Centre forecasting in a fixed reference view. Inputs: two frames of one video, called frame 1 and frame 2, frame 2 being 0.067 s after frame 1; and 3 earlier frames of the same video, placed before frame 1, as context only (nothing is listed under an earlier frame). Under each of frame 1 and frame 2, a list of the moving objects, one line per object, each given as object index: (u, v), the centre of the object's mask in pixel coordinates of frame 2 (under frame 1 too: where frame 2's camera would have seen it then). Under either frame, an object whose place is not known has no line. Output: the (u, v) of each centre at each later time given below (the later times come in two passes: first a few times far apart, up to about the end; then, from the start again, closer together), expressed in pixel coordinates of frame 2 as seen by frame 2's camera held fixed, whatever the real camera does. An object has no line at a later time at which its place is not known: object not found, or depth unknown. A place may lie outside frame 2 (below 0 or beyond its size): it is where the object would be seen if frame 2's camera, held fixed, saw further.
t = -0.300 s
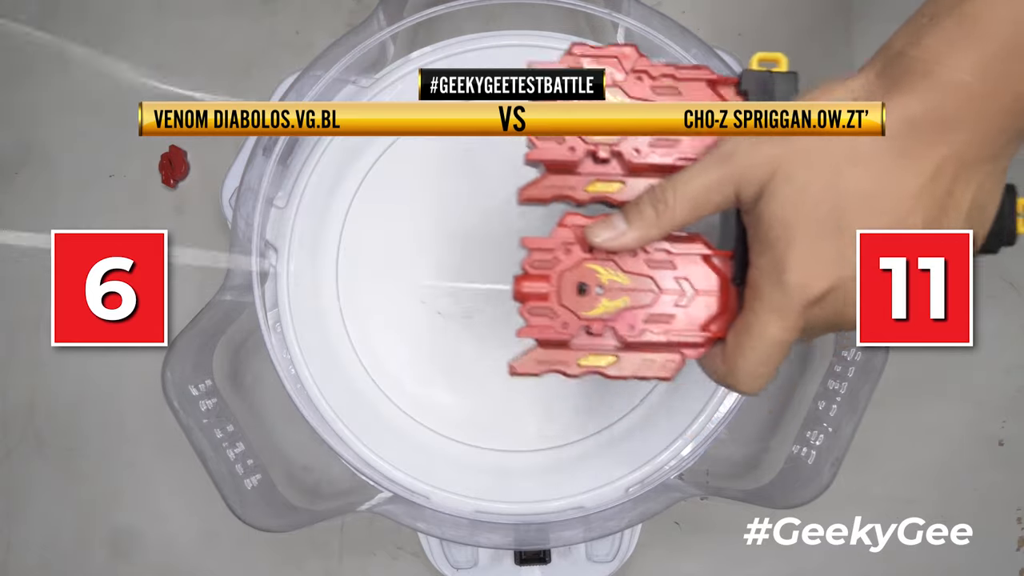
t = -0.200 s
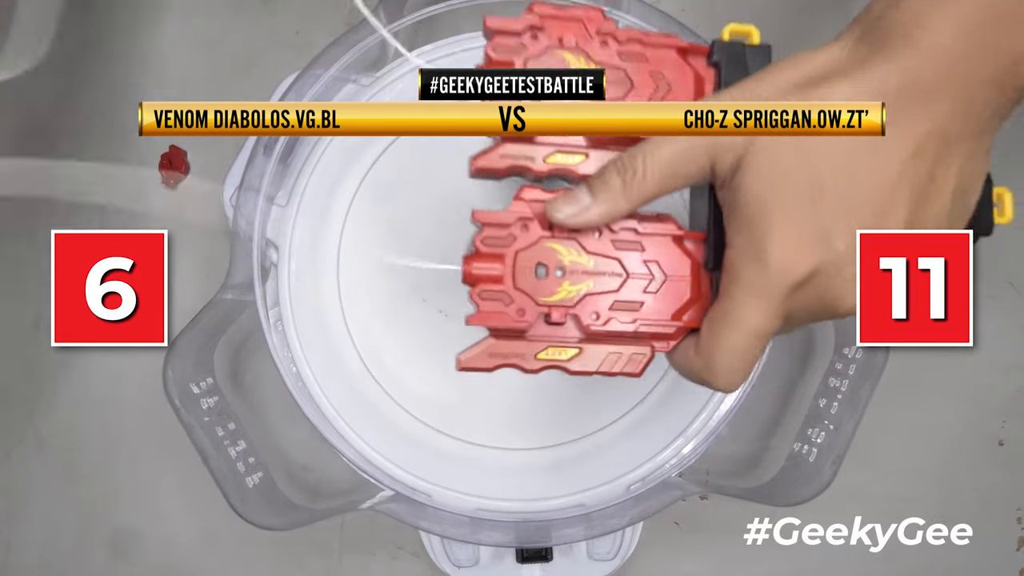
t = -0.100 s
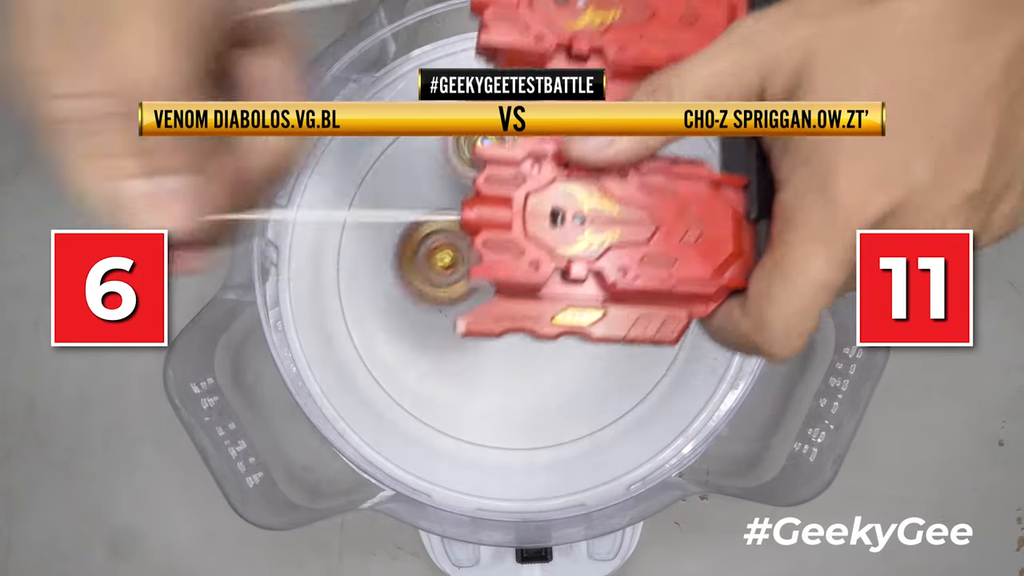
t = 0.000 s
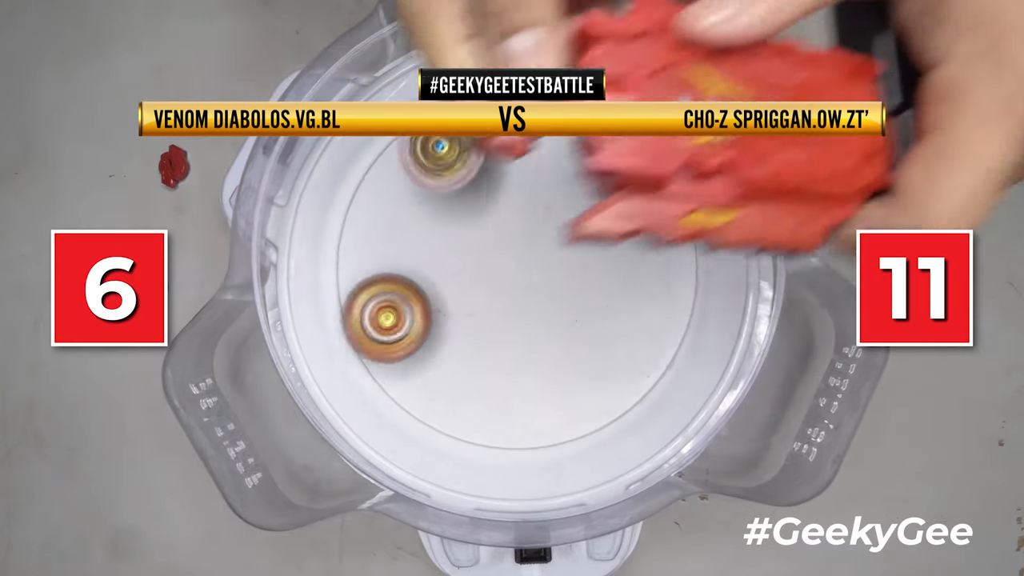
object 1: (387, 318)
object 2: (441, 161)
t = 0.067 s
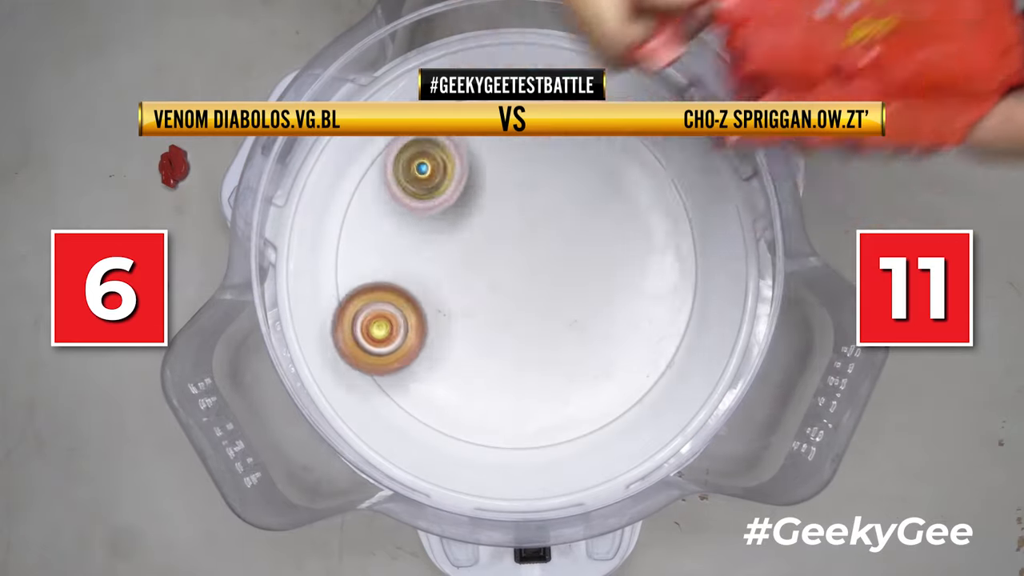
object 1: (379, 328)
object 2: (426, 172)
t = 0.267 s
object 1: (436, 344)
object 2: (441, 234)
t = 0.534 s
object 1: (529, 390)
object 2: (519, 199)
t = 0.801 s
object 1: (472, 357)
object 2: (548, 222)
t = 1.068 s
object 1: (364, 337)
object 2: (536, 220)
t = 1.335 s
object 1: (447, 209)
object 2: (495, 288)
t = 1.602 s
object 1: (625, 282)
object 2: (469, 285)
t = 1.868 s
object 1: (563, 424)
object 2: (490, 249)
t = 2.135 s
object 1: (443, 292)
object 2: (536, 261)
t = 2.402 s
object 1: (569, 173)
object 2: (542, 294)
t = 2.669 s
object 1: (685, 266)
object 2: (507, 290)
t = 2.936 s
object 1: (533, 355)
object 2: (506, 245)
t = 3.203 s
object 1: (435, 206)
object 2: (537, 229)
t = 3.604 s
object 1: (616, 159)
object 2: (515, 271)
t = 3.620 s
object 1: (621, 164)
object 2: (512, 271)
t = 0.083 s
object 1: (381, 331)
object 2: (423, 175)
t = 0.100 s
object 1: (382, 334)
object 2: (422, 180)
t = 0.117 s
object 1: (385, 337)
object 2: (421, 188)
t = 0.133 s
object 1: (390, 339)
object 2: (421, 197)
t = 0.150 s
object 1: (393, 338)
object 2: (422, 205)
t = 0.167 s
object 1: (396, 336)
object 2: (423, 212)
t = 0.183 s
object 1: (401, 335)
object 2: (424, 218)
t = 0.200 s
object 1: (407, 332)
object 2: (426, 224)
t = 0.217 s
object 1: (413, 330)
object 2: (429, 232)
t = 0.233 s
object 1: (420, 329)
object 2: (433, 238)
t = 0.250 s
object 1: (429, 335)
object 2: (437, 239)
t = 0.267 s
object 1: (436, 344)
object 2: (441, 234)
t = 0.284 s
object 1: (444, 352)
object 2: (445, 229)
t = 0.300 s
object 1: (452, 361)
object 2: (450, 225)
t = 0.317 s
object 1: (460, 368)
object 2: (454, 221)
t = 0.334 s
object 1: (468, 375)
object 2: (459, 218)
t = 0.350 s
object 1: (476, 381)
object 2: (464, 214)
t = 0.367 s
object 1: (483, 386)
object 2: (470, 211)
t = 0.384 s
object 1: (491, 390)
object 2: (475, 208)
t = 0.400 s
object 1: (497, 393)
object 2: (480, 205)
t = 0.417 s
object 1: (503, 397)
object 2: (486, 203)
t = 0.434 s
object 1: (509, 398)
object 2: (491, 200)
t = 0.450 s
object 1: (514, 399)
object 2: (497, 199)
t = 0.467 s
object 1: (519, 399)
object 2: (502, 198)
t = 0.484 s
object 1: (522, 399)
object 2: (506, 197)
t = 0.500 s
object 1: (526, 397)
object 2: (511, 197)
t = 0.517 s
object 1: (528, 394)
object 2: (515, 198)
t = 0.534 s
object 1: (529, 390)
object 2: (519, 199)
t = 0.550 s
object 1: (530, 385)
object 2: (523, 201)
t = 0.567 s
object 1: (530, 381)
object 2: (527, 203)
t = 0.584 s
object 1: (530, 376)
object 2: (530, 205)
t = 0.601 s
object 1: (529, 370)
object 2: (533, 208)
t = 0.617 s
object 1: (527, 364)
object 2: (535, 212)
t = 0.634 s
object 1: (525, 358)
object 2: (537, 215)
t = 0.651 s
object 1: (522, 352)
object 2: (538, 219)
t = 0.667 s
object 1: (519, 346)
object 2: (539, 224)
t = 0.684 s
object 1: (516, 340)
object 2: (540, 229)
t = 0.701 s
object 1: (513, 334)
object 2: (540, 234)
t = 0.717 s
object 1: (509, 328)
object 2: (539, 239)
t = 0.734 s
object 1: (504, 325)
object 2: (539, 245)
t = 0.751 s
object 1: (496, 334)
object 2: (542, 238)
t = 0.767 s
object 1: (488, 342)
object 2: (544, 232)
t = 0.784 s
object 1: (480, 350)
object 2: (546, 226)
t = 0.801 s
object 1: (472, 357)
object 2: (548, 222)
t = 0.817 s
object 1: (464, 363)
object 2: (550, 217)
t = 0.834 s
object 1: (457, 368)
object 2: (551, 213)
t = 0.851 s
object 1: (449, 372)
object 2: (552, 210)
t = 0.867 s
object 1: (440, 375)
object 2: (552, 207)
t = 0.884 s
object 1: (432, 377)
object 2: (552, 205)
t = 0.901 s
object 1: (424, 378)
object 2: (551, 204)
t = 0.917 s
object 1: (416, 378)
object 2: (551, 203)
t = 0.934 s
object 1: (409, 377)
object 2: (550, 202)
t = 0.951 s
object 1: (402, 374)
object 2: (549, 203)
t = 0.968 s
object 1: (395, 371)
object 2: (547, 204)
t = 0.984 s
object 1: (389, 367)
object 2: (546, 205)
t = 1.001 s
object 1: (383, 362)
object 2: (544, 207)
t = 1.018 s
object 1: (378, 357)
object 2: (542, 210)
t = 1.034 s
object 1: (373, 351)
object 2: (540, 213)
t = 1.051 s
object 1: (368, 344)
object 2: (538, 216)
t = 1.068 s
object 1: (364, 337)
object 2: (536, 220)
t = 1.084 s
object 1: (361, 330)
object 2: (533, 224)
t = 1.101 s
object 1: (359, 322)
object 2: (531, 229)
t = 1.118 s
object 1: (357, 313)
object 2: (529, 233)
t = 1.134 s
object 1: (357, 305)
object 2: (526, 238)
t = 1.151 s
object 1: (357, 296)
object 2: (524, 243)
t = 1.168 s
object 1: (359, 286)
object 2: (521, 248)
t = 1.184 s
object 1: (362, 276)
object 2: (519, 252)
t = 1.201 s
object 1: (367, 266)
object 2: (516, 257)
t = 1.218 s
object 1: (373, 257)
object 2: (513, 262)
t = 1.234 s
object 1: (380, 248)
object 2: (511, 266)
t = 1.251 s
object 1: (389, 239)
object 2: (508, 270)
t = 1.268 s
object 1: (399, 231)
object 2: (505, 275)
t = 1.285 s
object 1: (410, 224)
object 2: (503, 278)
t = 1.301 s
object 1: (422, 217)
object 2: (500, 282)
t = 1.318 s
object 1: (434, 213)
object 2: (497, 285)
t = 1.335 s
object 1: (447, 209)
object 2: (495, 288)
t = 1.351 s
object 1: (460, 206)
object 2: (492, 290)
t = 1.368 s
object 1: (473, 204)
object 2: (490, 292)
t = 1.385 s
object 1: (487, 204)
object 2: (487, 294)
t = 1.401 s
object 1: (501, 204)
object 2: (484, 295)
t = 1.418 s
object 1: (515, 206)
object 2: (482, 296)
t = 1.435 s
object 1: (528, 208)
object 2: (480, 297)
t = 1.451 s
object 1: (541, 212)
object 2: (478, 297)
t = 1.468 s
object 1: (553, 216)
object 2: (476, 297)
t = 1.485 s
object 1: (564, 221)
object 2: (474, 297)
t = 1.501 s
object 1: (575, 228)
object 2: (473, 296)
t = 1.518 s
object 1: (585, 235)
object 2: (472, 295)
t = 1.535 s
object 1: (595, 243)
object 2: (471, 293)
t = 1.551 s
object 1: (603, 252)
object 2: (470, 292)
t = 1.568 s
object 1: (612, 262)
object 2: (469, 290)
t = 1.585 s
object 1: (618, 271)
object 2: (469, 288)
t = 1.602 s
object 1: (625, 282)
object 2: (469, 285)
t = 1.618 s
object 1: (629, 294)
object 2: (469, 283)
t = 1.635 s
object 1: (633, 305)
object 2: (469, 280)
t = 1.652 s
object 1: (636, 317)
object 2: (470, 278)
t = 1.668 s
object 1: (637, 329)
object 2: (470, 275)
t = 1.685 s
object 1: (638, 341)
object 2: (471, 273)
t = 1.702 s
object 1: (638, 354)
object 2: (472, 271)
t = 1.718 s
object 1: (636, 366)
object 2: (472, 268)
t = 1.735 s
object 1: (634, 378)
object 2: (473, 265)
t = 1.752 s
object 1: (630, 389)
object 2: (475, 262)
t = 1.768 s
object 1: (626, 400)
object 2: (476, 260)
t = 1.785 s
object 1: (620, 411)
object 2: (478, 257)
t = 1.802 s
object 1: (611, 417)
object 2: (480, 255)
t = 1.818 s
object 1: (601, 423)
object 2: (482, 253)
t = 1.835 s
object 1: (591, 427)
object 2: (485, 252)
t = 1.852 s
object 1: (577, 426)
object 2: (487, 250)
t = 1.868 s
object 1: (563, 424)
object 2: (490, 249)
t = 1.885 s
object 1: (550, 421)
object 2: (493, 249)
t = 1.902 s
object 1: (537, 417)
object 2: (495, 249)
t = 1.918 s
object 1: (524, 414)
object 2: (498, 248)
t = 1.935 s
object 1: (512, 409)
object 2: (501, 248)
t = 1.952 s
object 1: (500, 405)
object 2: (505, 248)
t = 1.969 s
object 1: (490, 399)
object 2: (508, 248)
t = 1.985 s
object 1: (480, 391)
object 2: (512, 249)
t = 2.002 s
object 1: (471, 383)
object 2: (515, 250)
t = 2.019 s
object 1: (463, 373)
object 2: (518, 251)
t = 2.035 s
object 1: (456, 363)
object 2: (521, 252)
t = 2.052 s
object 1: (451, 352)
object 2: (524, 253)
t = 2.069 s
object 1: (447, 340)
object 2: (526, 255)
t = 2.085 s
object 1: (445, 328)
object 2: (529, 256)
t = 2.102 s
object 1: (443, 316)
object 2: (531, 257)
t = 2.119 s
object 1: (443, 304)
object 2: (534, 259)
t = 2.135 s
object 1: (443, 292)
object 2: (536, 261)
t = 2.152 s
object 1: (446, 279)
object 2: (538, 264)
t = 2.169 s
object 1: (448, 268)
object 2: (539, 266)
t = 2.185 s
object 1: (452, 256)
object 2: (540, 268)
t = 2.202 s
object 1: (457, 244)
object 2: (542, 270)
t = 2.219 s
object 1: (463, 234)
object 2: (543, 272)
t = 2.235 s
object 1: (470, 224)
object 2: (544, 274)
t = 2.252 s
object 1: (477, 215)
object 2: (545, 275)
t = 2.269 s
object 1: (485, 207)
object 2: (546, 279)
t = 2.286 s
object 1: (494, 199)
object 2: (546, 281)
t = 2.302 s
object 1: (503, 193)
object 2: (546, 283)
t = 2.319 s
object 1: (513, 187)
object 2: (545, 286)
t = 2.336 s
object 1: (524, 182)
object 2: (545, 287)
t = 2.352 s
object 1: (535, 178)
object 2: (544, 289)
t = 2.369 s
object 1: (546, 175)
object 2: (544, 291)
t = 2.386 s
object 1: (558, 174)
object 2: (543, 292)
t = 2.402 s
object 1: (569, 173)
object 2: (542, 294)
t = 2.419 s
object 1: (579, 173)
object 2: (540, 296)
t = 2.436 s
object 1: (590, 173)
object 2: (538, 297)
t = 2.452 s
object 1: (601, 174)
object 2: (536, 297)
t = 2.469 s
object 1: (612, 176)
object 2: (534, 298)
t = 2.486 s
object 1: (622, 179)
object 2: (532, 299)
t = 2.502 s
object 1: (632, 183)
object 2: (530, 300)
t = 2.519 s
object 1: (640, 188)
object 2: (527, 300)
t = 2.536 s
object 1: (649, 194)
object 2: (524, 300)
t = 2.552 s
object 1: (657, 200)
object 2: (521, 299)
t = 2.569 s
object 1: (664, 208)
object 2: (519, 299)
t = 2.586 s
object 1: (670, 216)
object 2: (517, 298)
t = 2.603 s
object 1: (675, 225)
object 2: (515, 298)
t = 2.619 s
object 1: (679, 235)
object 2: (512, 297)
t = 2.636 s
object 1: (683, 245)
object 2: (510, 295)
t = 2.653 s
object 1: (685, 255)
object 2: (508, 293)
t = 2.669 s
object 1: (685, 266)
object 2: (507, 290)
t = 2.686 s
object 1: (685, 277)
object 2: (505, 288)
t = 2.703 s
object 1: (682, 288)
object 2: (504, 287)
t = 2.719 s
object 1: (679, 299)
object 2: (502, 284)
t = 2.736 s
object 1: (673, 309)
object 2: (501, 281)
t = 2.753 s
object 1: (667, 318)
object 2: (501, 277)
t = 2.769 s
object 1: (658, 327)
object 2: (501, 275)
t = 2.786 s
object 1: (649, 336)
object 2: (500, 272)
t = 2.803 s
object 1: (638, 343)
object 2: (499, 269)
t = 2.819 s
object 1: (626, 349)
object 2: (500, 265)
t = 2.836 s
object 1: (614, 354)
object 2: (500, 262)
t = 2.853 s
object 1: (601, 357)
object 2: (501, 259)
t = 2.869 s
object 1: (587, 360)
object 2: (501, 257)
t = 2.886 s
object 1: (573, 360)
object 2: (501, 253)
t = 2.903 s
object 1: (560, 360)
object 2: (503, 250)
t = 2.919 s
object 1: (546, 358)
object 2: (504, 247)
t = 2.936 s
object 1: (533, 355)
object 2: (506, 245)
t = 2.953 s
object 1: (521, 351)
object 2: (507, 243)
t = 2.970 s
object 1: (508, 345)
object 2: (508, 240)
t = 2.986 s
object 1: (497, 339)
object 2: (510, 238)
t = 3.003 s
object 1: (487, 332)
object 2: (513, 236)
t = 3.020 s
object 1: (477, 323)
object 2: (515, 234)
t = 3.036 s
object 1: (468, 314)
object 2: (516, 233)
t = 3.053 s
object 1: (460, 305)
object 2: (518, 232)
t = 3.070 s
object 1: (454, 295)
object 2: (520, 230)
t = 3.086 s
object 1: (448, 285)
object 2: (523, 229)
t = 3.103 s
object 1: (443, 274)
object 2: (525, 229)
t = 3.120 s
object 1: (439, 263)
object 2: (527, 229)
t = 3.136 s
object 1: (436, 252)
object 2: (529, 228)
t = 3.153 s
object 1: (434, 240)
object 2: (531, 227)
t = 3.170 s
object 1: (434, 229)
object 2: (534, 228)
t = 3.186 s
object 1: (434, 218)
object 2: (535, 229)
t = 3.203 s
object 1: (435, 206)
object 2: (537, 229)
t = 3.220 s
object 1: (437, 195)
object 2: (539, 229)
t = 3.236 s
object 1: (439, 185)
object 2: (542, 231)
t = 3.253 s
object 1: (442, 175)
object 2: (543, 233)
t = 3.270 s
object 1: (447, 168)
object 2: (543, 234)
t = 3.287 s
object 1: (451, 163)
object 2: (545, 236)
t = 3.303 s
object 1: (457, 158)
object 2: (546, 238)
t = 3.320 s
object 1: (463, 154)
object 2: (547, 241)
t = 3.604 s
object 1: (616, 159)
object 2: (515, 271)
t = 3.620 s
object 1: (621, 164)
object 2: (512, 271)
